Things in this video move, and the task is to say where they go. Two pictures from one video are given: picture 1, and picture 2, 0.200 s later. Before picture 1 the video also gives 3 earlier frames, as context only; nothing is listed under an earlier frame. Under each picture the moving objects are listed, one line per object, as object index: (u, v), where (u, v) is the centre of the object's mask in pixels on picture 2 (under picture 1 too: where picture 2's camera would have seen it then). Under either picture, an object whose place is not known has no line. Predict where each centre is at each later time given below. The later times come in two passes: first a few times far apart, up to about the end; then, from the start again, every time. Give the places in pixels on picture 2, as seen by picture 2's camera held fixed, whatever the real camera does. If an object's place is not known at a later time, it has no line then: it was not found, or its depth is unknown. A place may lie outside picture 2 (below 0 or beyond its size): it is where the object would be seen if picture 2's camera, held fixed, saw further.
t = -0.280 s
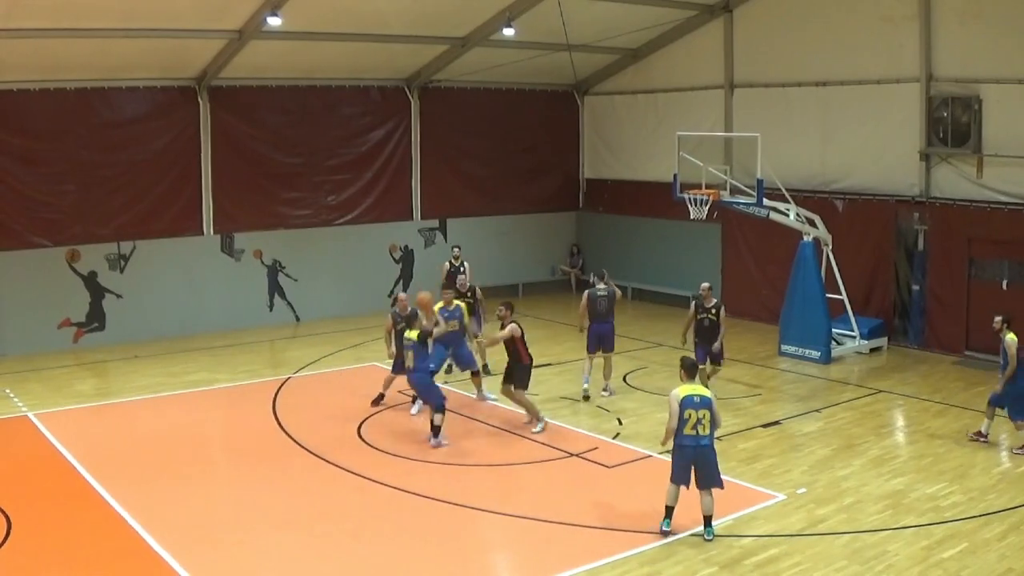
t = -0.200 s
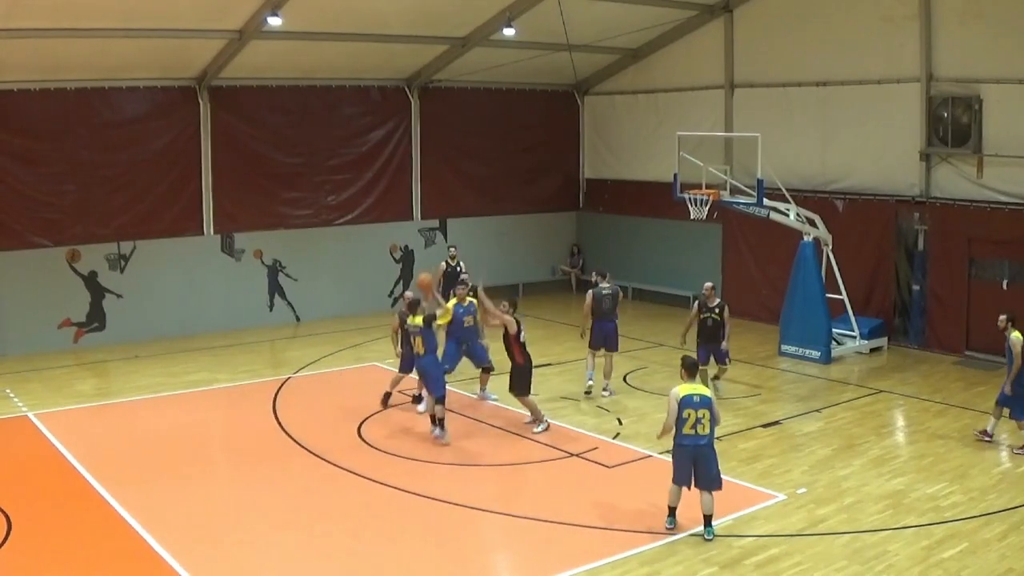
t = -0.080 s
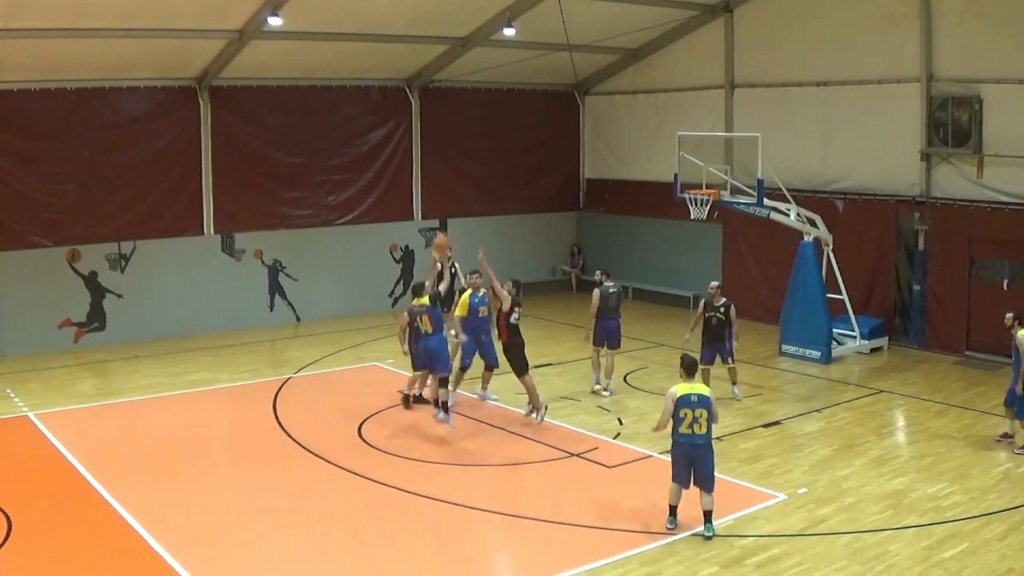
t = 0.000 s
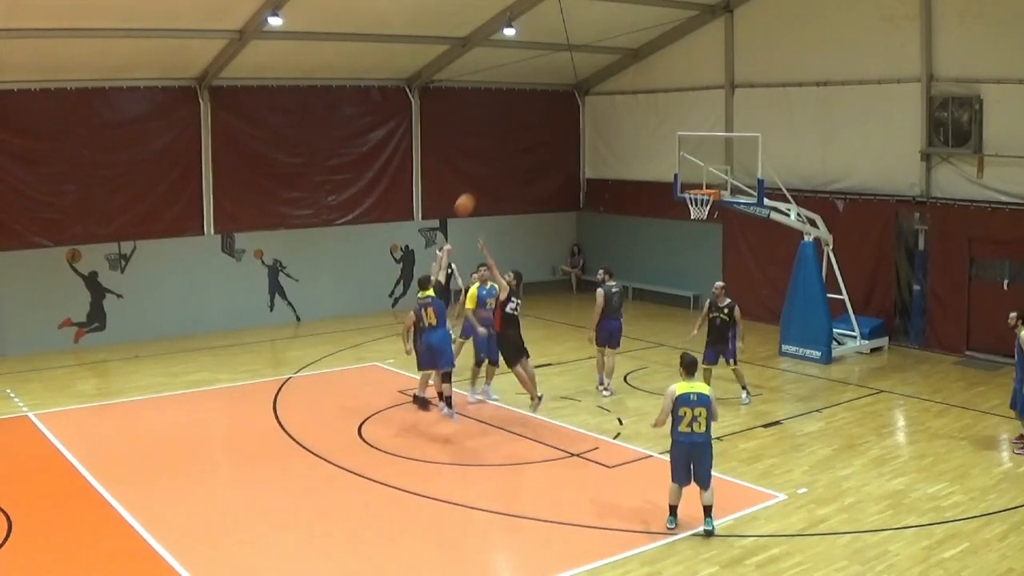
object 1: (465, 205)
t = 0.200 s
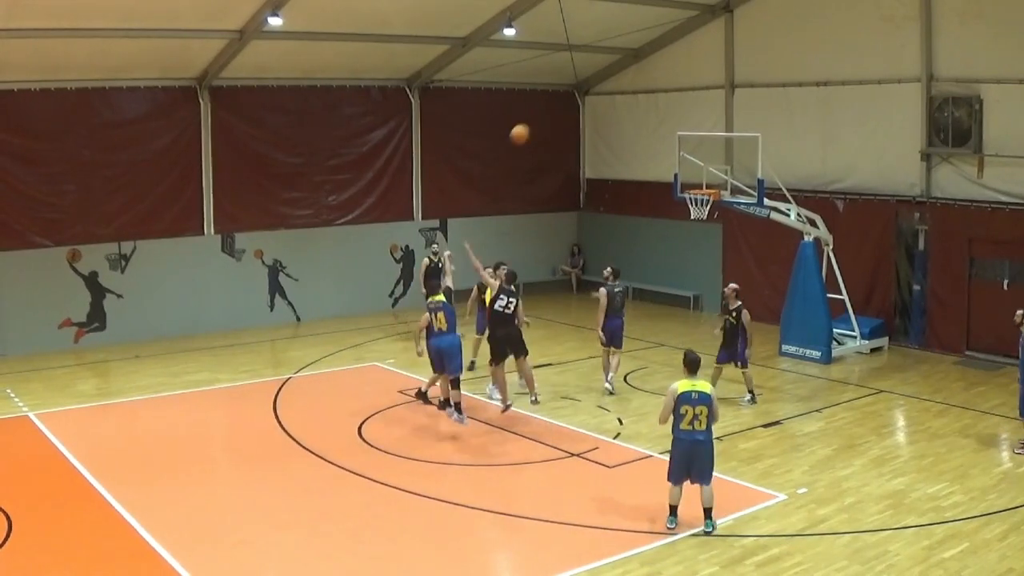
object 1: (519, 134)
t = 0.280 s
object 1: (541, 115)
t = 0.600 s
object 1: (616, 86)
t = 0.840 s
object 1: (666, 110)
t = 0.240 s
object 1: (530, 124)
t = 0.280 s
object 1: (541, 115)
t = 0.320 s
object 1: (551, 107)
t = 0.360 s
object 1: (560, 101)
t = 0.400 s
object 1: (570, 96)
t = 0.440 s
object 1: (579, 92)
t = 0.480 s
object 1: (589, 88)
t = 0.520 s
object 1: (597, 86)
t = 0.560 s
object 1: (607, 86)
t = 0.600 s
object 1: (616, 86)
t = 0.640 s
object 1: (625, 88)
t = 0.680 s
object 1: (634, 91)
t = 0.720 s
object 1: (642, 94)
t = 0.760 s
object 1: (650, 99)
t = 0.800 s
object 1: (657, 104)
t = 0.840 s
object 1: (666, 110)
